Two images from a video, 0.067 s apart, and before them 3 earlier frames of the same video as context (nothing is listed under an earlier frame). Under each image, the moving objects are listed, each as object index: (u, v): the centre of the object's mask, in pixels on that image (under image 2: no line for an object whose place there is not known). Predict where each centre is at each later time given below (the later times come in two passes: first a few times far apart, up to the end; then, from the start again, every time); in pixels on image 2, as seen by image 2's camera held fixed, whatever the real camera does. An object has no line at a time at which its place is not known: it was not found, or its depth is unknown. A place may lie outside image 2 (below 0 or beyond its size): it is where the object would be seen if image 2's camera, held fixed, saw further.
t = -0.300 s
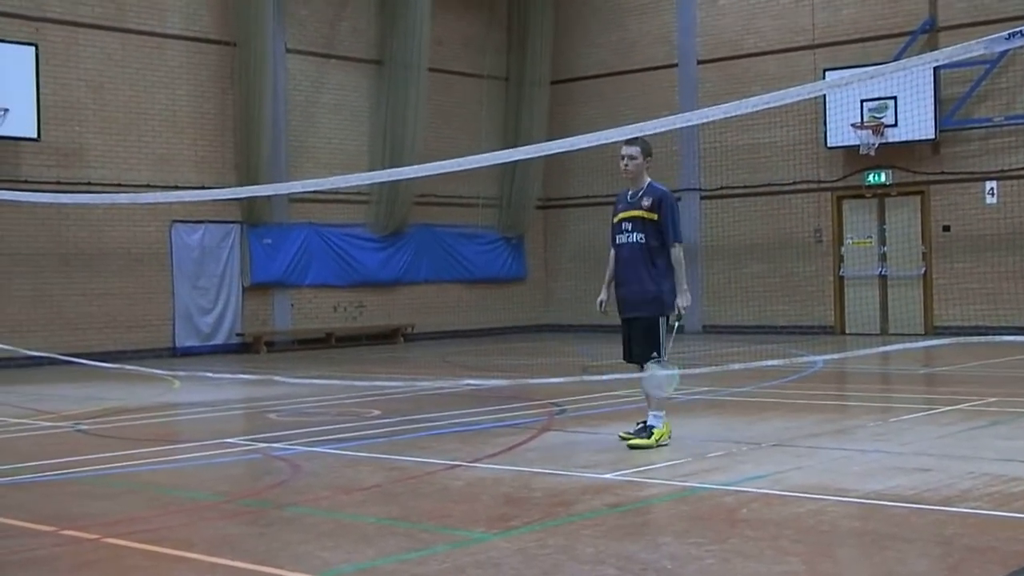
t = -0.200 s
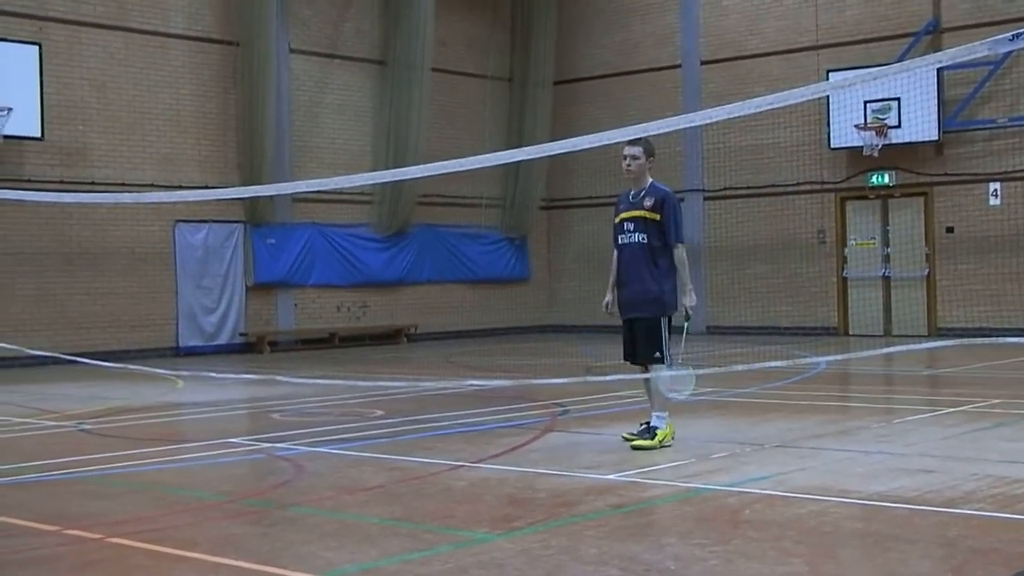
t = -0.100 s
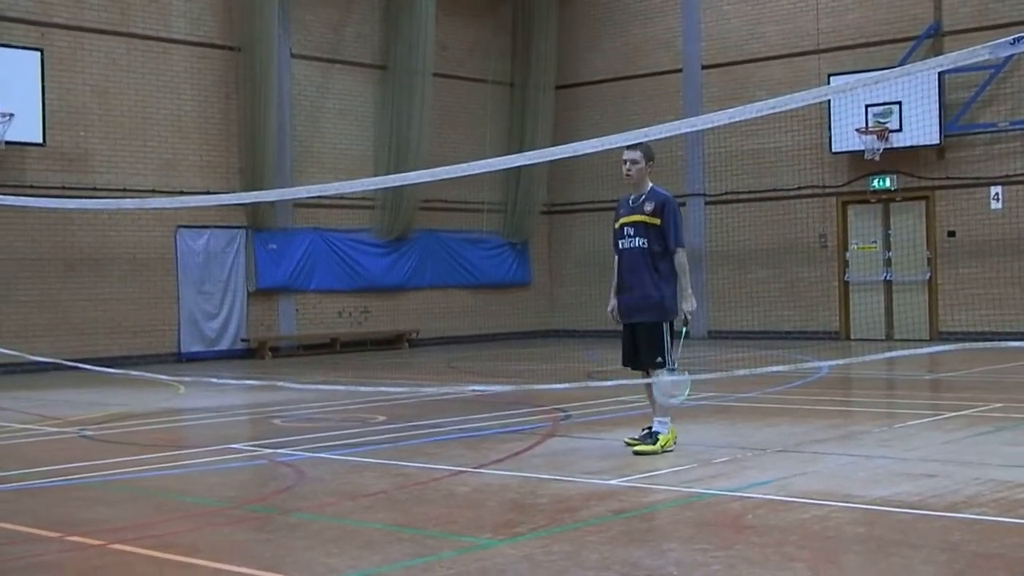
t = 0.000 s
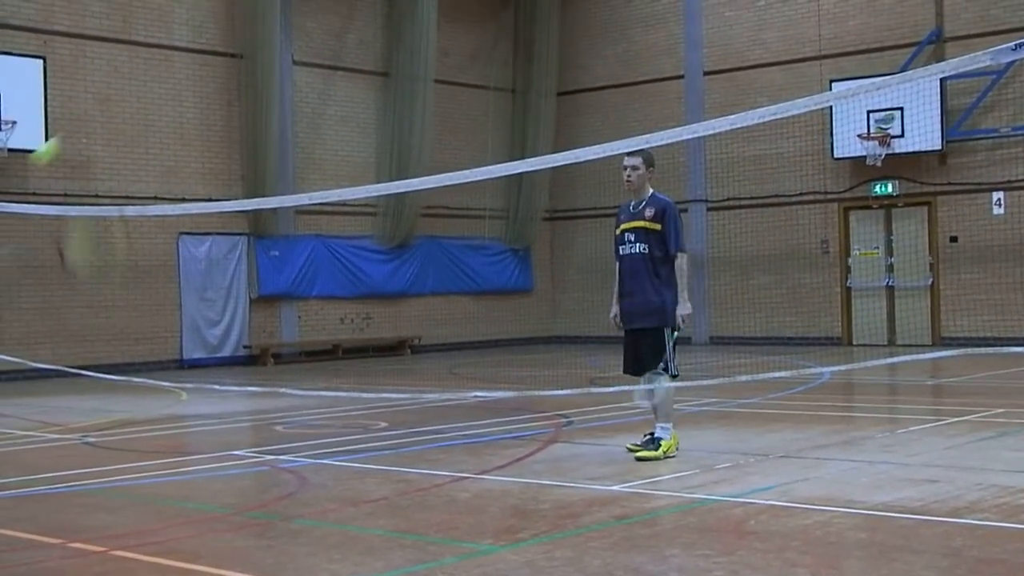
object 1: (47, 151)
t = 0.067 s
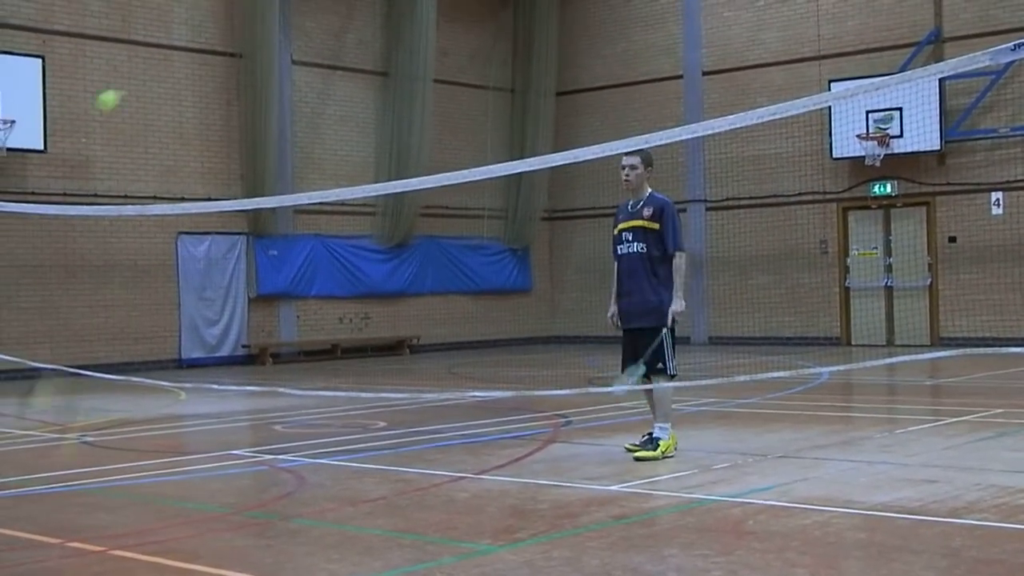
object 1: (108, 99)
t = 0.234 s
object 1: (215, 67)
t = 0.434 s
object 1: (286, 103)
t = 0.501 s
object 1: (304, 127)
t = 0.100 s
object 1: (135, 85)
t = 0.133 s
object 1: (160, 75)
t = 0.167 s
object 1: (181, 68)
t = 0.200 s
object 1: (199, 67)
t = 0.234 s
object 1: (215, 67)
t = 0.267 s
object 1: (230, 67)
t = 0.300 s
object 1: (243, 71)
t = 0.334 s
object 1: (256, 78)
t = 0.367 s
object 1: (267, 85)
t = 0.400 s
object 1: (277, 93)
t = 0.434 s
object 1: (286, 103)
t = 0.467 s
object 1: (295, 115)
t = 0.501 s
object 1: (304, 127)
